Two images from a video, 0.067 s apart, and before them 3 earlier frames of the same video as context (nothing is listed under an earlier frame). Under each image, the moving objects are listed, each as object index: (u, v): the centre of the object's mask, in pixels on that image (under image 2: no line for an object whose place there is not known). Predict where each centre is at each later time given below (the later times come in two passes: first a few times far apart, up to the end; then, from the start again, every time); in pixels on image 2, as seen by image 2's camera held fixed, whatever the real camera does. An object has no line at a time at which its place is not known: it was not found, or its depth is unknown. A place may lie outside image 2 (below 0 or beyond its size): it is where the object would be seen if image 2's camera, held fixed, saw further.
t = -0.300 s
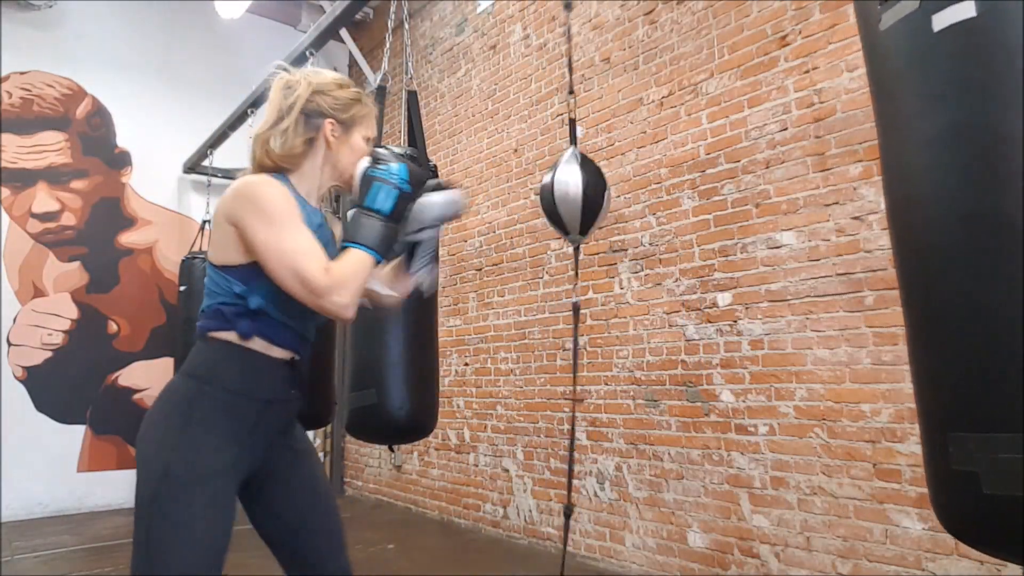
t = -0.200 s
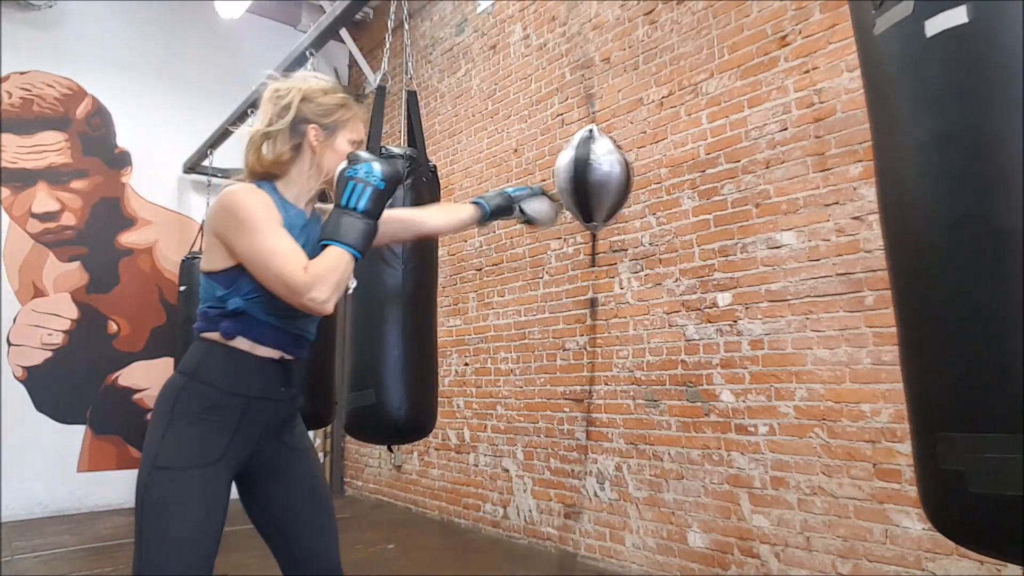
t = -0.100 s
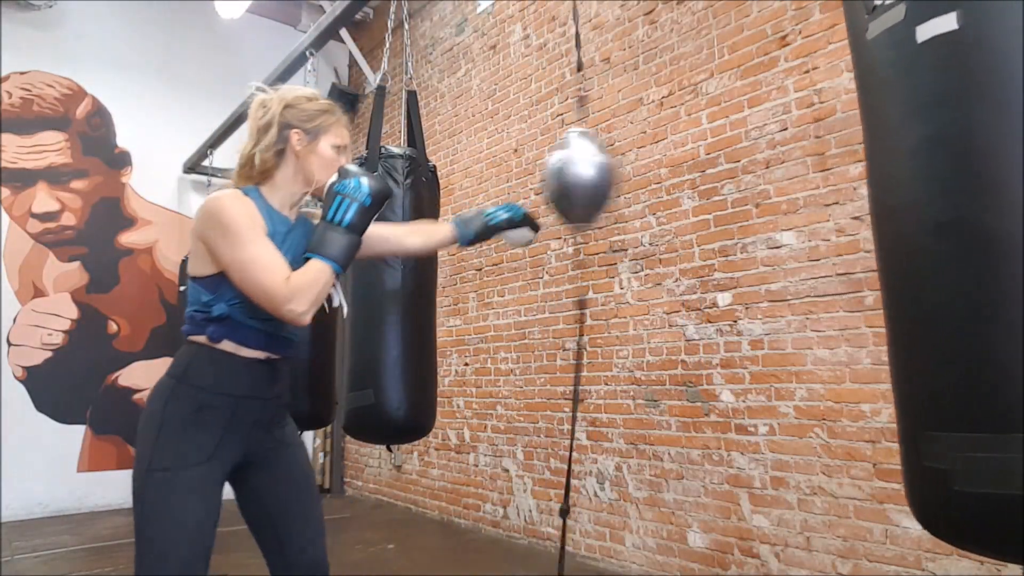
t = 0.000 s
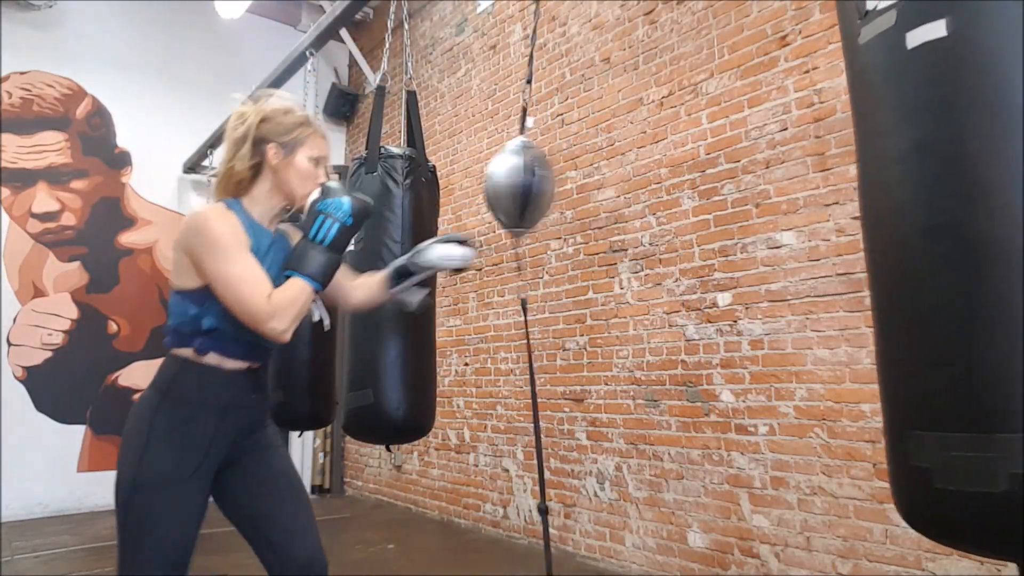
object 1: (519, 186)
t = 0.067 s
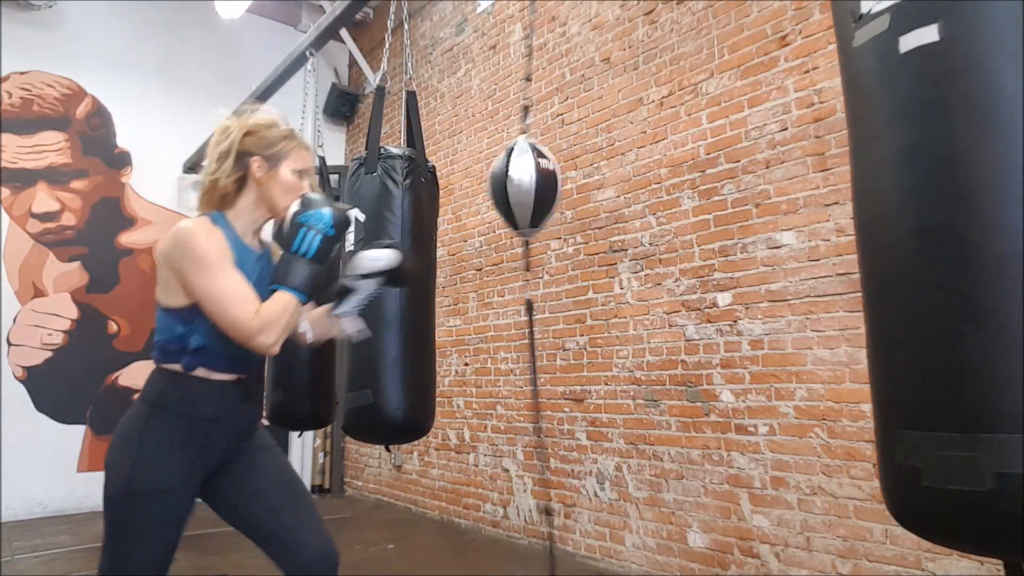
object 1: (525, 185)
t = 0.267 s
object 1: (580, 178)
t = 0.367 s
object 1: (528, 185)
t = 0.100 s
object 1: (542, 183)
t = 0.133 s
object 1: (563, 180)
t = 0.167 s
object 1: (582, 177)
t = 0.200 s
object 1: (594, 177)
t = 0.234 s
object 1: (595, 177)
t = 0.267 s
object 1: (580, 178)
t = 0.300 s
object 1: (563, 180)
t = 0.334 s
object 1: (544, 182)
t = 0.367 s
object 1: (528, 185)
